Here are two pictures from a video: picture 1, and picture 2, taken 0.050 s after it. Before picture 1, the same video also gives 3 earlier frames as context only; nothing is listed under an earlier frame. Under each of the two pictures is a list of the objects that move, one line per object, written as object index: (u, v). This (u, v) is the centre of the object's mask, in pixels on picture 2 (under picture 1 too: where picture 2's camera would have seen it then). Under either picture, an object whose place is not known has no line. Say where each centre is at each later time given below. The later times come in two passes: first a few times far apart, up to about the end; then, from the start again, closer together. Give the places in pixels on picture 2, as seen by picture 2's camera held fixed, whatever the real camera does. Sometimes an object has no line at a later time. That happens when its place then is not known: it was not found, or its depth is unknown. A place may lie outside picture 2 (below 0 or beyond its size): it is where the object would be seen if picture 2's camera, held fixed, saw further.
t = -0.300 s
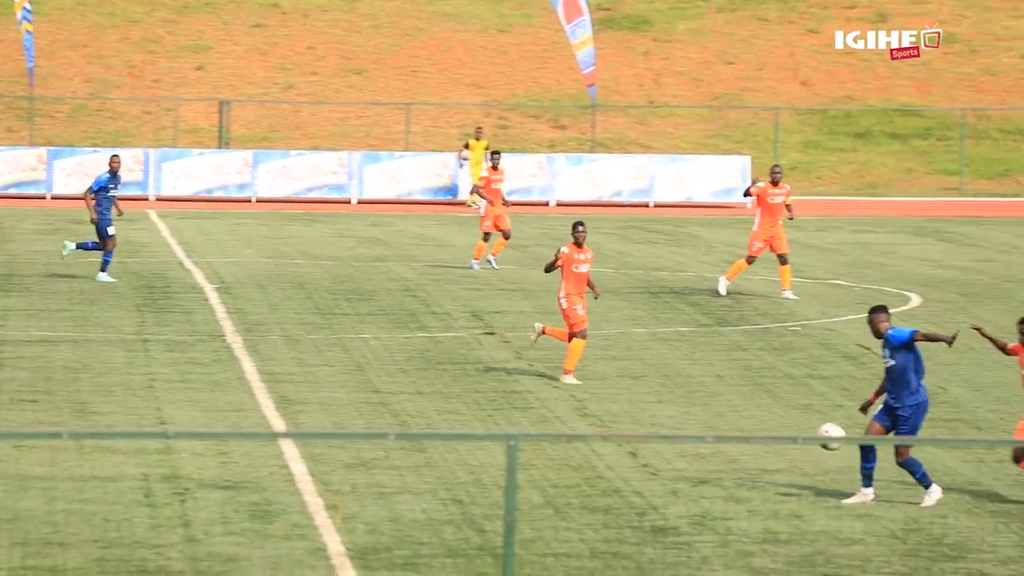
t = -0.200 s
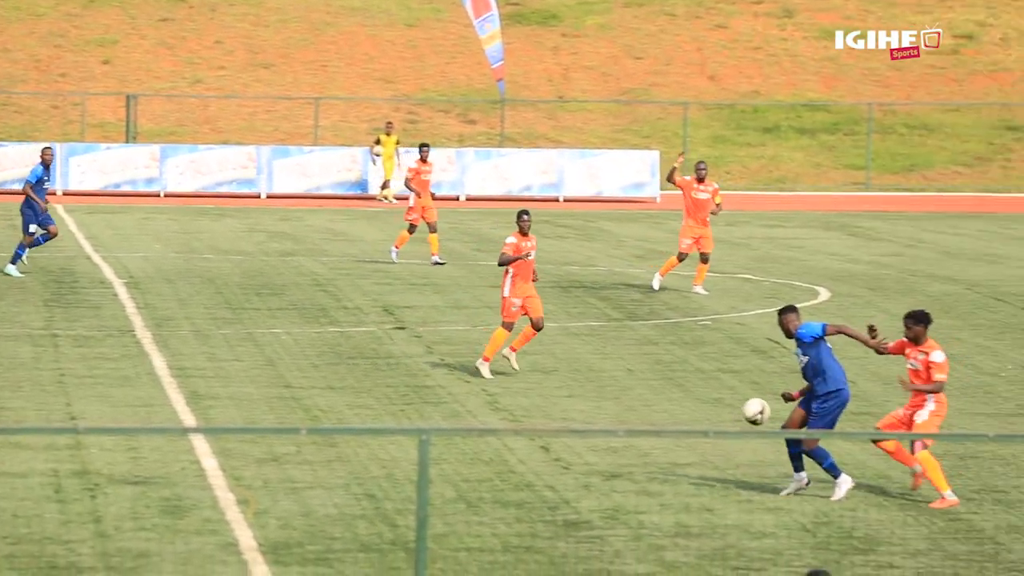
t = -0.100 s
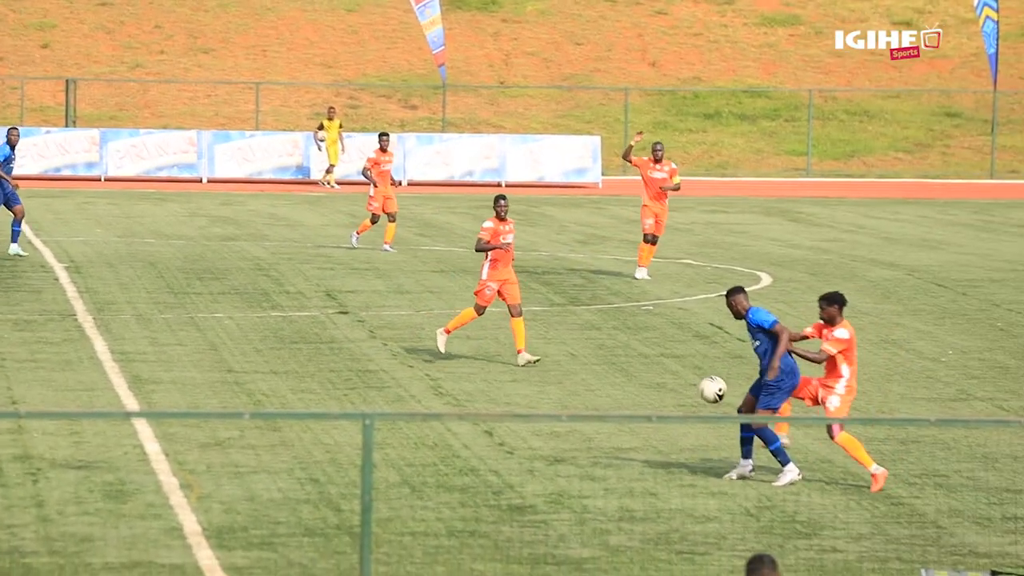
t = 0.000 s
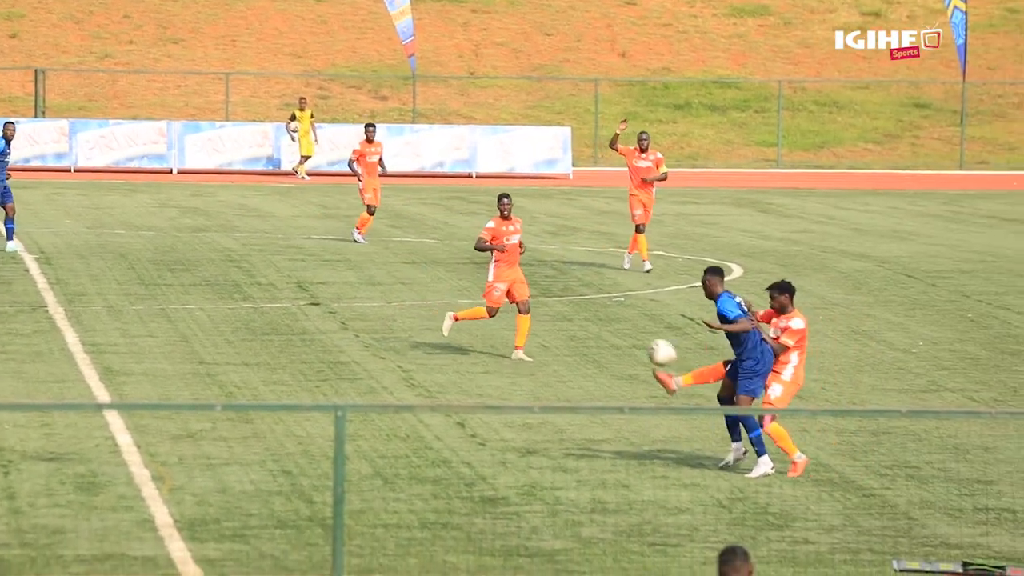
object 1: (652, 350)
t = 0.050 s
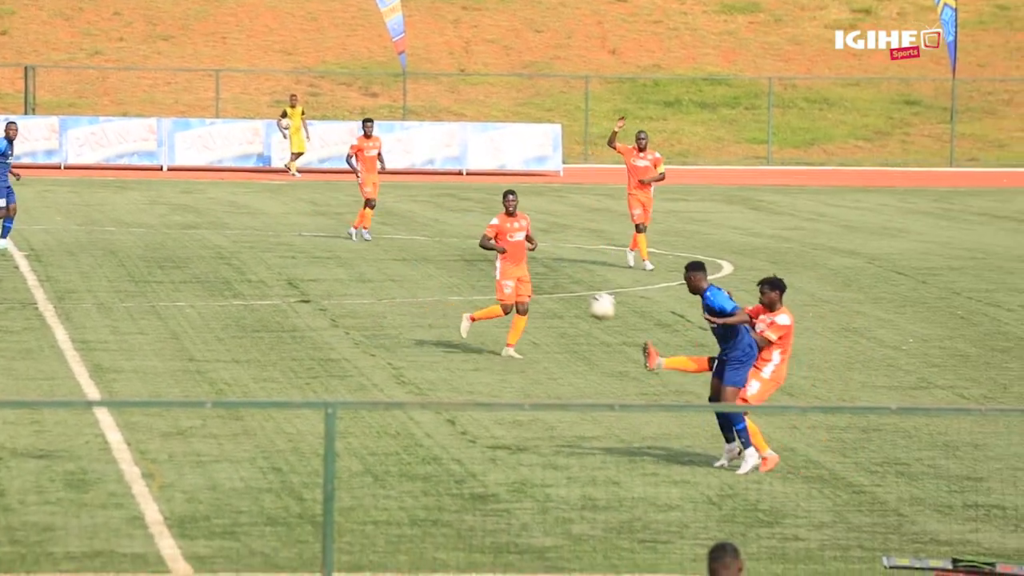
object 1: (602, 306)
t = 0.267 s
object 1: (383, 154)
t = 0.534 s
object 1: (110, 32)
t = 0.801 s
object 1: (-186, -8)
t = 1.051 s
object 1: (-500, 31)
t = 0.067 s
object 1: (586, 292)
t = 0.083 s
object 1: (569, 279)
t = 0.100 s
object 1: (553, 265)
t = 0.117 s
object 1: (535, 252)
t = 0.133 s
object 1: (518, 240)
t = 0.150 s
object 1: (502, 227)
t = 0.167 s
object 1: (485, 216)
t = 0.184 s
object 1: (468, 204)
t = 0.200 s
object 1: (453, 193)
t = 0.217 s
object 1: (435, 182)
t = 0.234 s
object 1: (418, 173)
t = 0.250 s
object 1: (401, 161)
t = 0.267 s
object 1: (383, 154)
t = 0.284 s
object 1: (367, 143)
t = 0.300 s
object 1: (350, 133)
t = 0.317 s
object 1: (334, 122)
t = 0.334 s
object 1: (318, 114)
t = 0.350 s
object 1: (300, 106)
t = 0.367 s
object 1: (284, 97)
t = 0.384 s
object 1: (267, 89)
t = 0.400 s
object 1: (249, 82)
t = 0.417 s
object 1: (232, 75)
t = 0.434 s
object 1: (215, 68)
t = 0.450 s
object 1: (198, 61)
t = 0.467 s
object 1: (181, 54)
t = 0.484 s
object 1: (163, 48)
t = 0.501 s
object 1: (145, 42)
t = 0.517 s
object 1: (127, 37)
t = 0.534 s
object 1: (110, 32)
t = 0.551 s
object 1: (92, 27)
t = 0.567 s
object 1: (74, 24)
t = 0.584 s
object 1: (55, 21)
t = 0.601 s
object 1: (37, 19)
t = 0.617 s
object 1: (19, 16)
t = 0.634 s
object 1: (0, 14)
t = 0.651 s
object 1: (-19, 11)
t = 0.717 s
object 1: (-91, 0)
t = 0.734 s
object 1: (-110, -2)
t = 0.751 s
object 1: (-129, -3)
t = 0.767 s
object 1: (-148, -5)
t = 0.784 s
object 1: (-167, -7)
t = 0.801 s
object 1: (-186, -8)
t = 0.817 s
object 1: (-205, -9)
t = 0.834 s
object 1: (-226, -9)
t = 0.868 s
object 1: (-264, -11)
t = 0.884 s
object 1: (-284, -12)
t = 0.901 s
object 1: (-305, -10)
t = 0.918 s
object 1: (-325, -7)
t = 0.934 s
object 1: (-346, -4)
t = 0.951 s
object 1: (-368, 1)
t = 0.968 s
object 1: (-389, 5)
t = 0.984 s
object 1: (-411, 10)
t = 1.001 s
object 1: (-433, 14)
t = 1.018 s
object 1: (-455, 21)
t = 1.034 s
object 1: (-478, 25)
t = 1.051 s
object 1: (-500, 31)
